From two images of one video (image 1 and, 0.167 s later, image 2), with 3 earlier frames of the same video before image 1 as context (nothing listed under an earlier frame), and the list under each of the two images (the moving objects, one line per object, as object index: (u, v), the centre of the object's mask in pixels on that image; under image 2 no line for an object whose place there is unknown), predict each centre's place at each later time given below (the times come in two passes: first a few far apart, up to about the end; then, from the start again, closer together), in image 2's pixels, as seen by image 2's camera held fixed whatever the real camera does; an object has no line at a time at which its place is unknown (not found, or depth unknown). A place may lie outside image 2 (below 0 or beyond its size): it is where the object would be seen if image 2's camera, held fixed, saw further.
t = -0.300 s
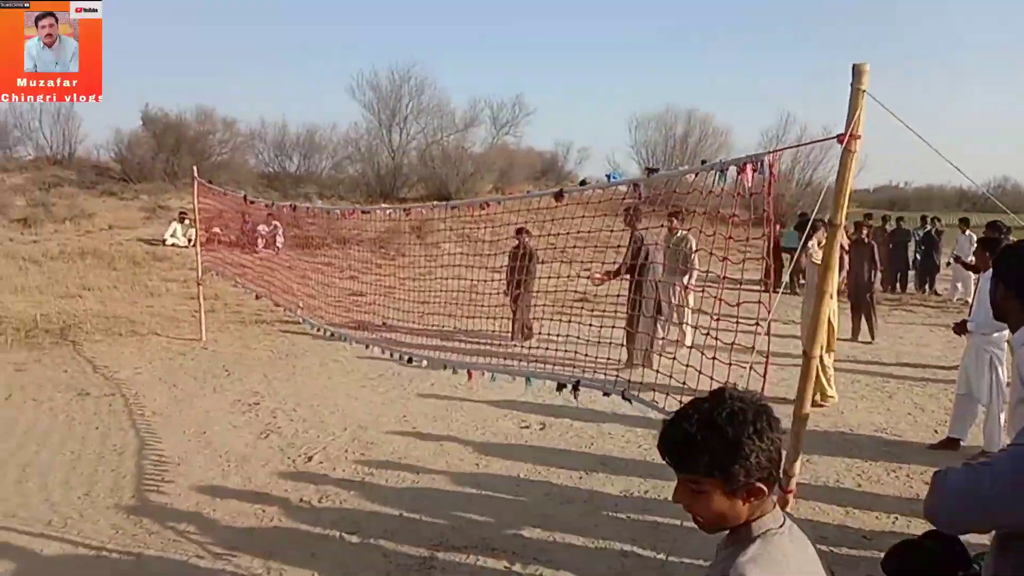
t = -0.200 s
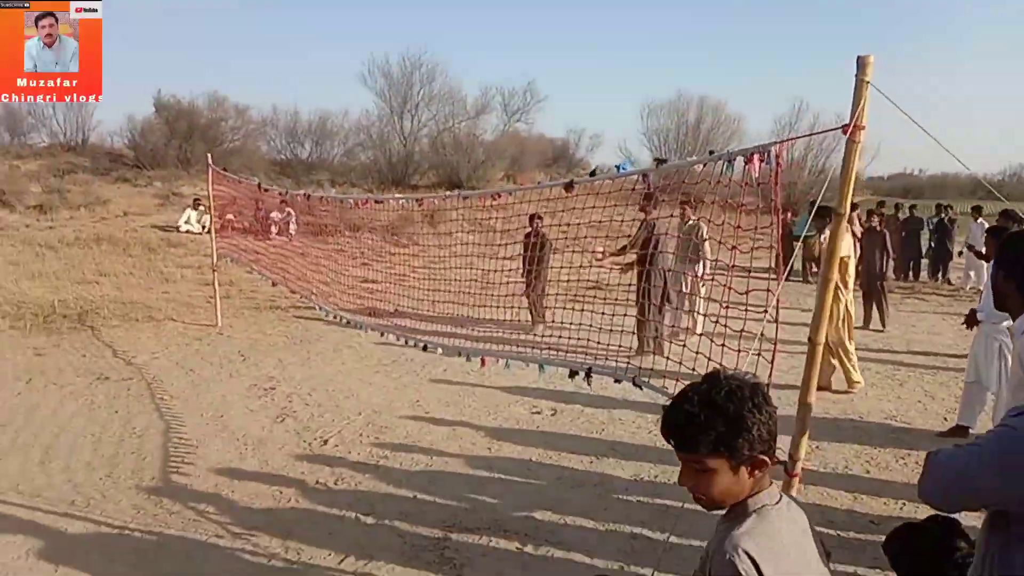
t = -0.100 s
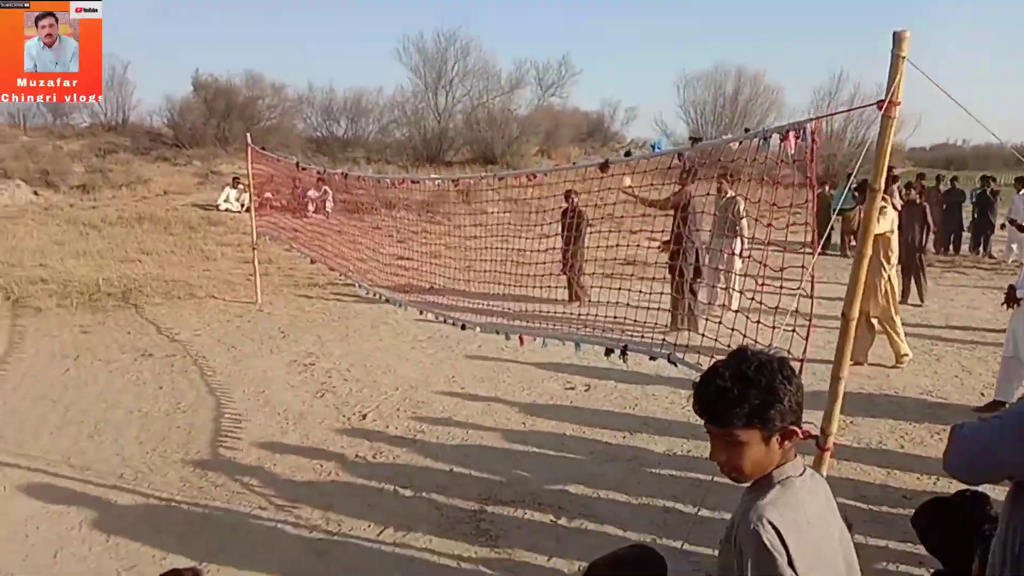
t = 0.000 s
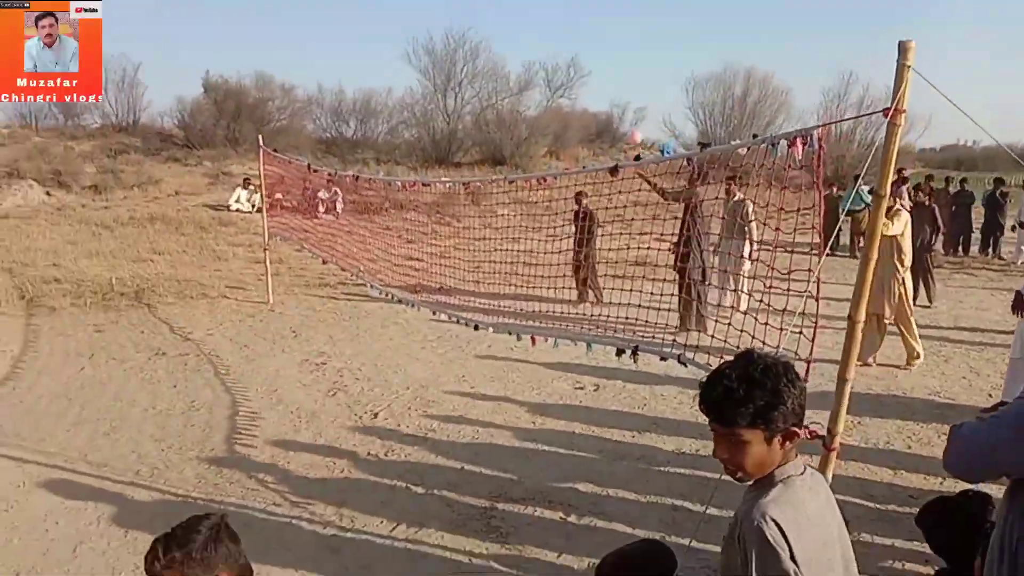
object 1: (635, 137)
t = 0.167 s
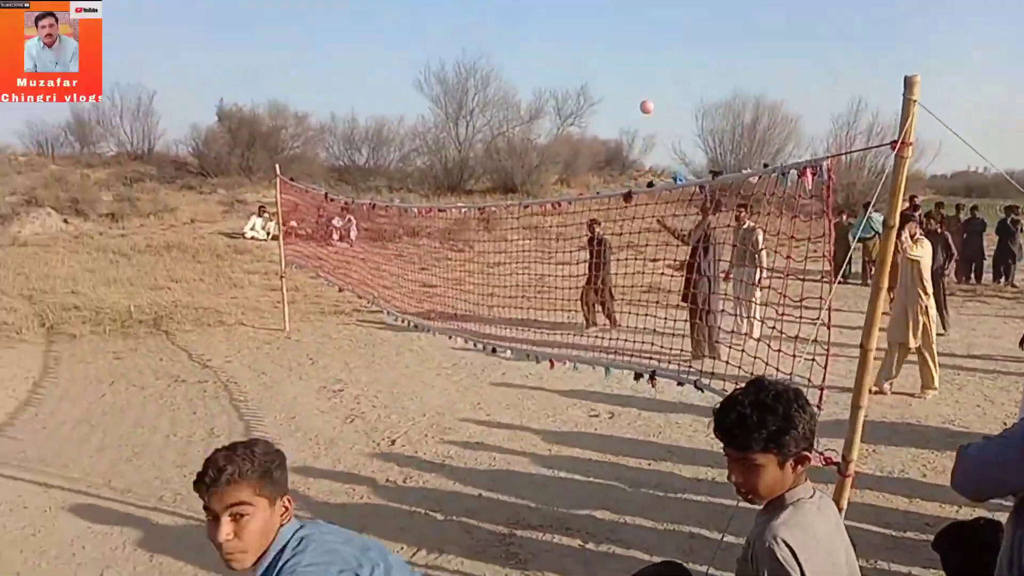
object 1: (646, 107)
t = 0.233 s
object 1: (647, 91)
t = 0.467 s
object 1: (651, 64)
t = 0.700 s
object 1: (653, 89)
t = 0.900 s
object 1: (655, 146)
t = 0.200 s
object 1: (647, 99)
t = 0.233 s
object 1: (647, 91)
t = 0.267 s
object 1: (647, 83)
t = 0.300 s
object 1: (647, 78)
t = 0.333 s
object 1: (648, 74)
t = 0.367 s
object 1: (649, 68)
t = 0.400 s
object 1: (650, 67)
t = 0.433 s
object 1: (650, 66)
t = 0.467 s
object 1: (651, 64)
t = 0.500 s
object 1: (651, 65)
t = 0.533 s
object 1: (651, 67)
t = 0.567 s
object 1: (651, 69)
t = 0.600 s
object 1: (652, 72)
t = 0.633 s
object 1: (652, 78)
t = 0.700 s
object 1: (653, 89)
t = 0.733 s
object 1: (654, 96)
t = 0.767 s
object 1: (654, 105)
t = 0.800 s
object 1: (654, 114)
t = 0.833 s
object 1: (654, 124)
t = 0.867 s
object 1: (655, 135)
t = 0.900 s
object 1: (655, 146)
